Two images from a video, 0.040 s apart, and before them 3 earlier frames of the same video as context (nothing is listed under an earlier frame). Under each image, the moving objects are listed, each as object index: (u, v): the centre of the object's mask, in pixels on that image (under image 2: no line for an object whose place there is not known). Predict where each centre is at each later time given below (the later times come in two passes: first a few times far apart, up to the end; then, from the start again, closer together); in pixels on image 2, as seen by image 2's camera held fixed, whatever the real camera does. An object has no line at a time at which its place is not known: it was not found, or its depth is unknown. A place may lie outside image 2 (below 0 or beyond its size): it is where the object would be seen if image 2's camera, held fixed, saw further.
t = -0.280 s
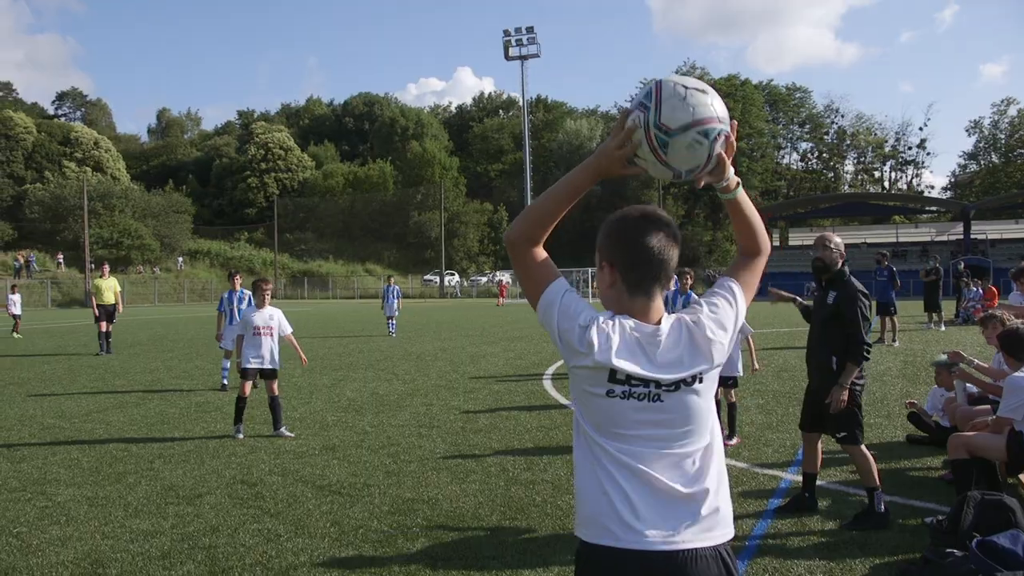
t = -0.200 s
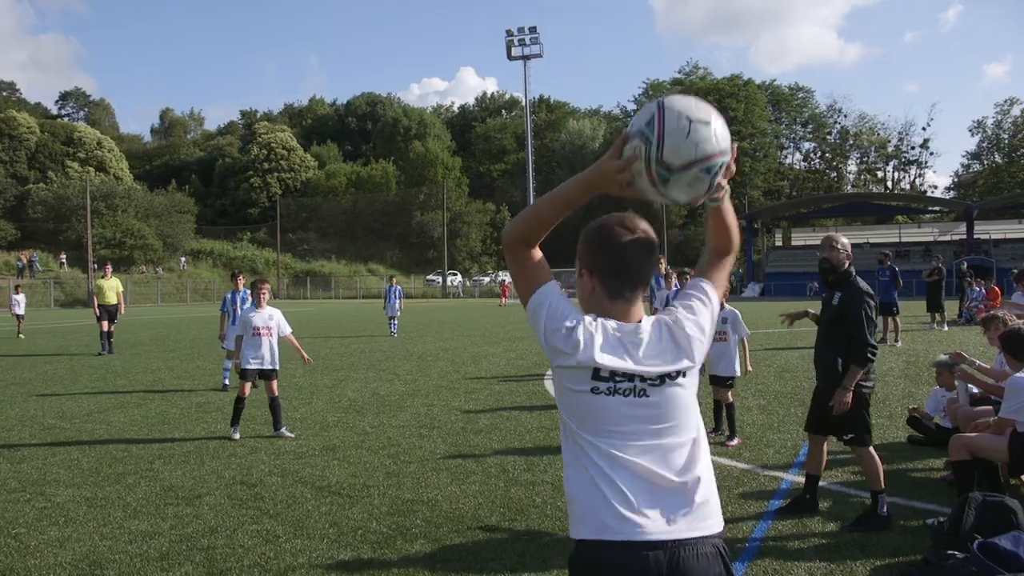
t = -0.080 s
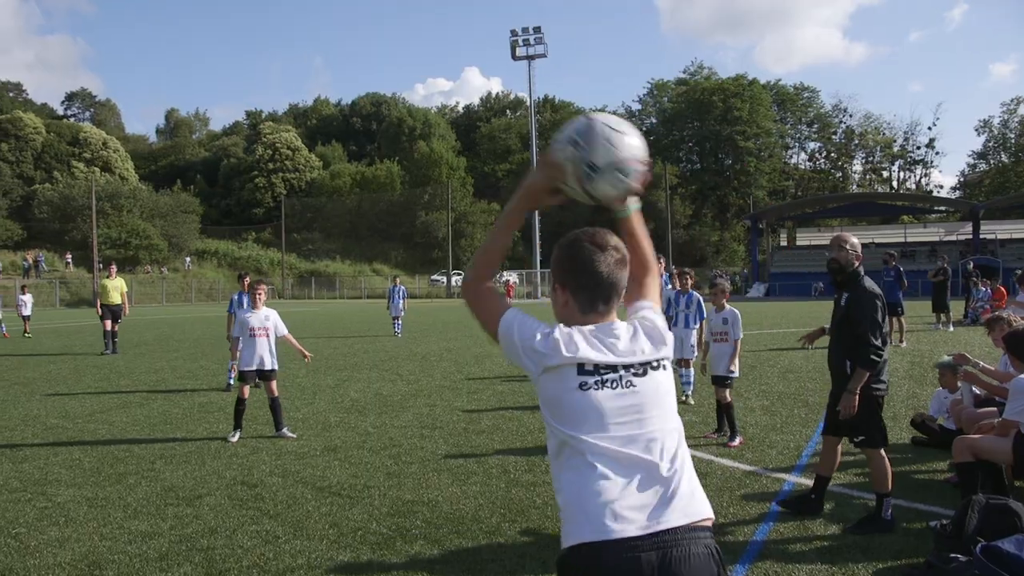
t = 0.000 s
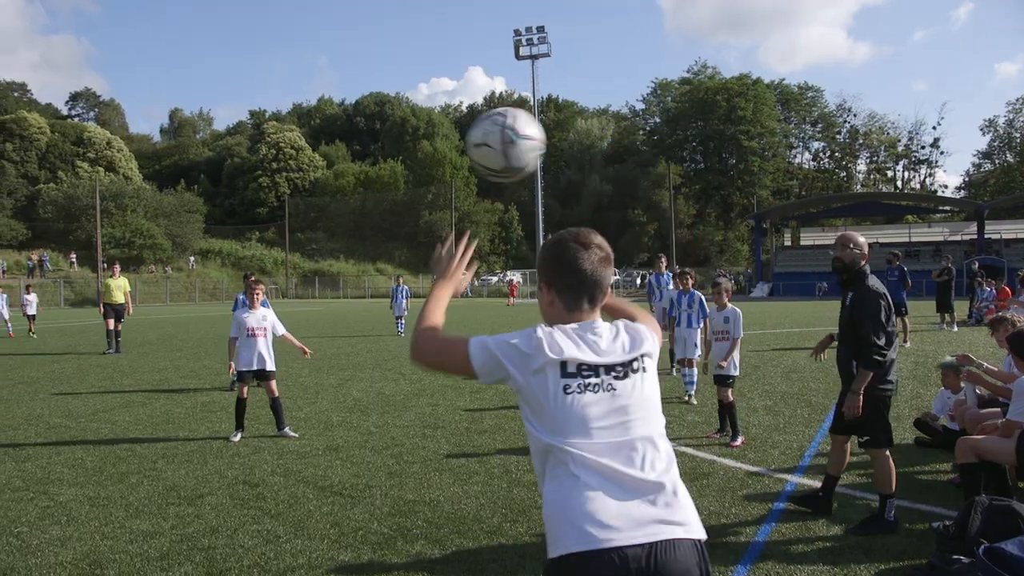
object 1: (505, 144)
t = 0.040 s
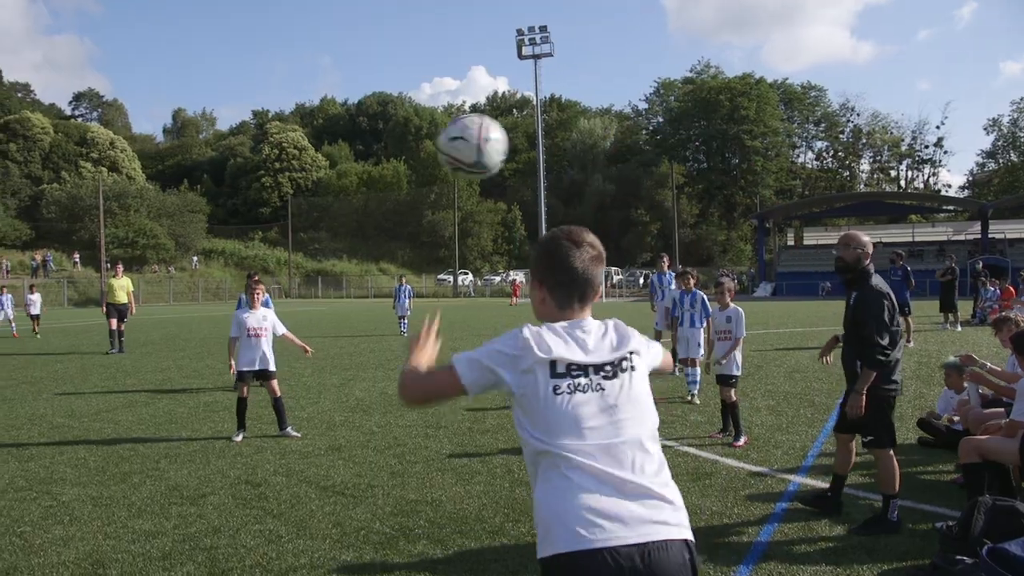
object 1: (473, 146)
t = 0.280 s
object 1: (356, 231)
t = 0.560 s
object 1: (311, 386)
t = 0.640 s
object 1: (305, 433)
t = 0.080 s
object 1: (443, 155)
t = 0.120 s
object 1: (419, 166)
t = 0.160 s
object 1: (399, 180)
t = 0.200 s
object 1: (382, 195)
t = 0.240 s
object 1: (368, 213)
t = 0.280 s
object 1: (356, 231)
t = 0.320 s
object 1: (346, 251)
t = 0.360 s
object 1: (337, 272)
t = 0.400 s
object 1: (331, 294)
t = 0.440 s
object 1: (325, 316)
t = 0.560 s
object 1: (311, 386)
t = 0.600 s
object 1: (309, 409)
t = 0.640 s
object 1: (305, 433)
